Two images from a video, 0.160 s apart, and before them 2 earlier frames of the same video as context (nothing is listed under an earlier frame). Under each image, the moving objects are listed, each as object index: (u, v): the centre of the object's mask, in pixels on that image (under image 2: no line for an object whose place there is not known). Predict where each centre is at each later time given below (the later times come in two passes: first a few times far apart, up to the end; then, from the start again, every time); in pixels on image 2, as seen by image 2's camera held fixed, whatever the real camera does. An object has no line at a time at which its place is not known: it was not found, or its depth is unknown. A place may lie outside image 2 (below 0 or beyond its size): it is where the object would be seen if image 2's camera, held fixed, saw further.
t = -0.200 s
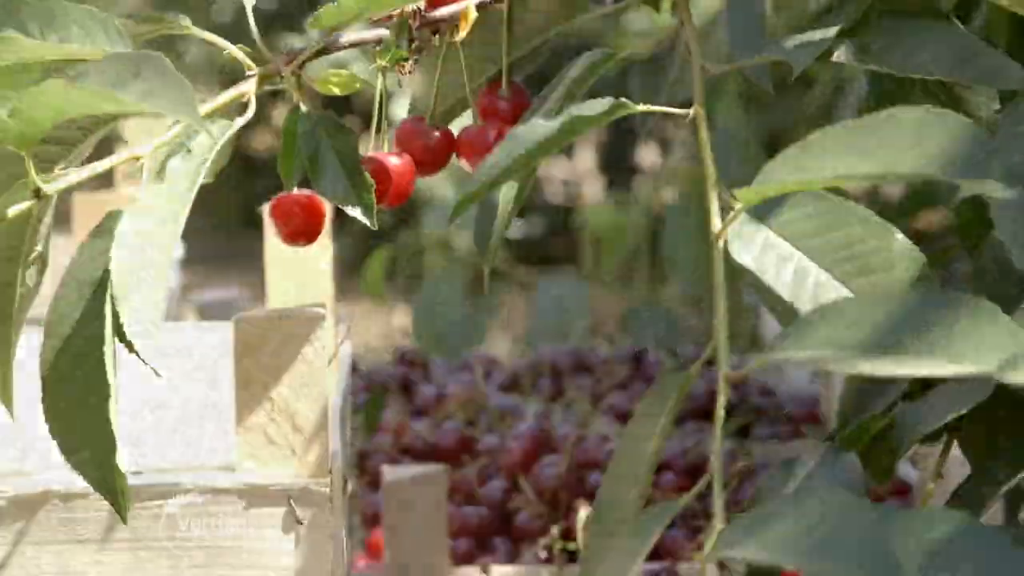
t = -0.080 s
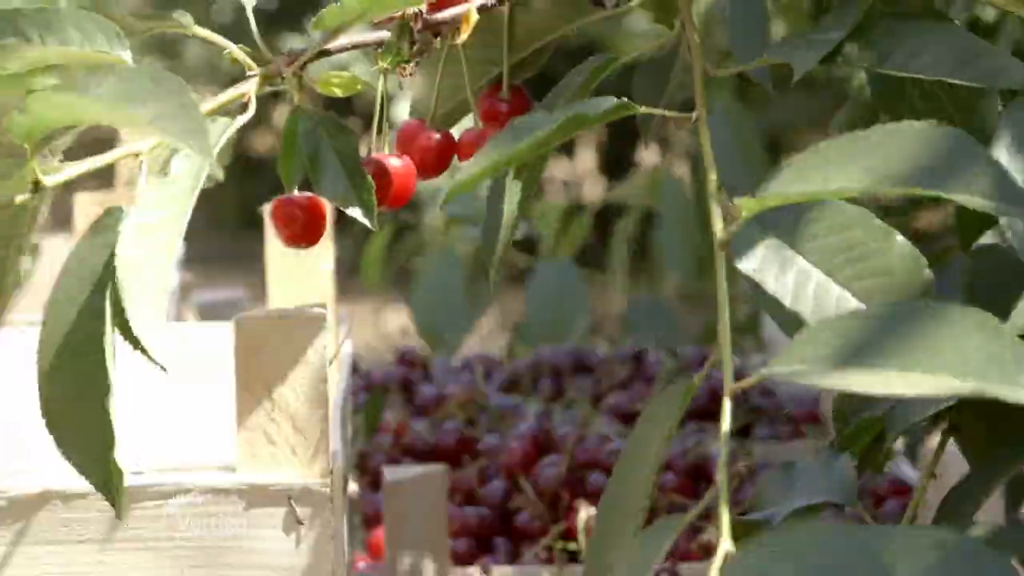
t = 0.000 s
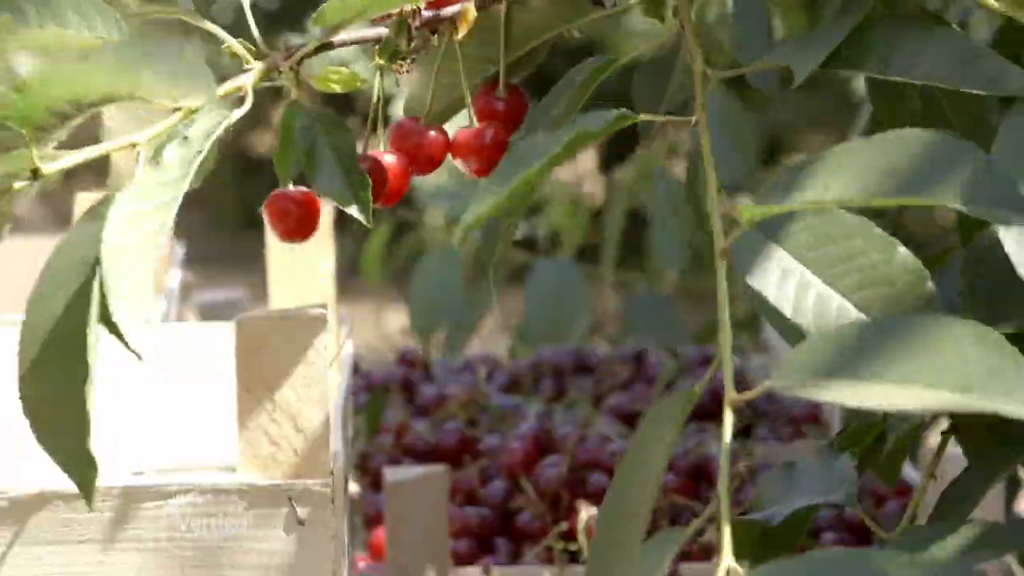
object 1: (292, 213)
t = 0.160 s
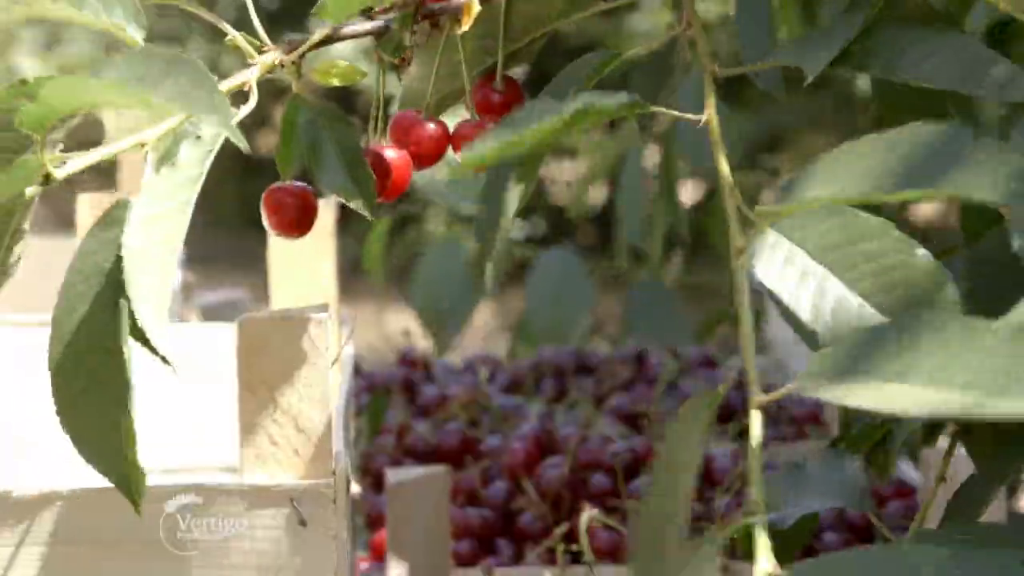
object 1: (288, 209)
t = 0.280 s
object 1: (303, 215)
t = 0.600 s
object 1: (300, 221)
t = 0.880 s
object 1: (311, 238)
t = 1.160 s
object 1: (310, 245)
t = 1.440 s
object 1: (297, 226)
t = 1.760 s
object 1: (287, 216)
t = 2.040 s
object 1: (286, 209)
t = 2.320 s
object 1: (283, 205)
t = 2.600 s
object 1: (284, 206)
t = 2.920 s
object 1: (280, 199)
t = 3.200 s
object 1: (280, 199)
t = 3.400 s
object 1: (280, 200)
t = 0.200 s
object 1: (296, 210)
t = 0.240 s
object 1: (301, 213)
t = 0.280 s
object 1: (303, 215)
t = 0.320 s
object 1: (304, 216)
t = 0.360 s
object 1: (302, 217)
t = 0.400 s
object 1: (301, 217)
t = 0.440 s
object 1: (300, 217)
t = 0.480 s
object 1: (298, 217)
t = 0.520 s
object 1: (297, 218)
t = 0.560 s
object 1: (298, 219)
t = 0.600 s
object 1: (300, 221)
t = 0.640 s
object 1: (303, 222)
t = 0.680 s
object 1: (308, 225)
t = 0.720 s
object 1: (308, 227)
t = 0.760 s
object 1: (307, 228)
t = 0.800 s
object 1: (307, 230)
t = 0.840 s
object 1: (310, 232)
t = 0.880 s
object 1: (311, 238)
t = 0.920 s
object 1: (313, 243)
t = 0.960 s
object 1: (314, 248)
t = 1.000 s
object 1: (315, 250)
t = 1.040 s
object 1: (315, 251)
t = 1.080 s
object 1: (314, 250)
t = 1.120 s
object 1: (313, 248)
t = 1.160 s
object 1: (310, 245)
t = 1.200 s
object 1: (307, 241)
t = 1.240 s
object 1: (304, 237)
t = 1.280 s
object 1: (303, 233)
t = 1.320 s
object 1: (303, 230)
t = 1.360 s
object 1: (302, 228)
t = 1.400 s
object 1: (300, 226)
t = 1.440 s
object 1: (297, 226)
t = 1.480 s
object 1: (294, 224)
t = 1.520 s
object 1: (292, 223)
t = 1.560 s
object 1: (291, 221)
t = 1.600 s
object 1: (289, 219)
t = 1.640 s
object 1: (287, 217)
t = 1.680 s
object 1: (286, 216)
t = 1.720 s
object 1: (286, 216)
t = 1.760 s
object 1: (287, 216)
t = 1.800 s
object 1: (288, 216)
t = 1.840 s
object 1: (288, 216)
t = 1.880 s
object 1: (287, 215)
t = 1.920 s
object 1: (286, 213)
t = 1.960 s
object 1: (285, 212)
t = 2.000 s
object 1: (285, 210)
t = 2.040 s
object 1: (286, 209)
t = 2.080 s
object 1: (286, 208)
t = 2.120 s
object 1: (285, 207)
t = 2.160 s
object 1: (285, 207)
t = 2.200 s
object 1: (285, 207)
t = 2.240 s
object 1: (284, 206)
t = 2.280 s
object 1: (284, 206)
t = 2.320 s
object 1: (283, 205)
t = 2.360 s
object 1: (283, 205)
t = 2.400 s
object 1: (283, 205)
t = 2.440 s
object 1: (283, 205)
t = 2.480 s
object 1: (284, 206)
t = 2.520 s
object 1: (284, 206)
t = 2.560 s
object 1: (284, 206)
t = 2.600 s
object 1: (284, 206)
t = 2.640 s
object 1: (284, 206)
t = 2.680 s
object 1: (284, 206)
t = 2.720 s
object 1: (284, 205)
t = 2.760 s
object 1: (283, 204)
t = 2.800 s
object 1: (283, 202)
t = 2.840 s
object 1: (282, 201)
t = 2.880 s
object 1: (281, 200)
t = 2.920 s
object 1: (280, 199)
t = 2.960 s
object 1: (280, 199)
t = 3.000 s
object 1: (280, 199)
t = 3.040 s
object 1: (280, 199)
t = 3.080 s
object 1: (280, 199)
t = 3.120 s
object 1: (280, 199)
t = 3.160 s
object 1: (280, 199)
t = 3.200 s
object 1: (280, 199)
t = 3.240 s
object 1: (280, 199)
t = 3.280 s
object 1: (280, 199)
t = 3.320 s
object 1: (280, 199)
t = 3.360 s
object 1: (280, 199)
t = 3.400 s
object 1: (280, 200)
